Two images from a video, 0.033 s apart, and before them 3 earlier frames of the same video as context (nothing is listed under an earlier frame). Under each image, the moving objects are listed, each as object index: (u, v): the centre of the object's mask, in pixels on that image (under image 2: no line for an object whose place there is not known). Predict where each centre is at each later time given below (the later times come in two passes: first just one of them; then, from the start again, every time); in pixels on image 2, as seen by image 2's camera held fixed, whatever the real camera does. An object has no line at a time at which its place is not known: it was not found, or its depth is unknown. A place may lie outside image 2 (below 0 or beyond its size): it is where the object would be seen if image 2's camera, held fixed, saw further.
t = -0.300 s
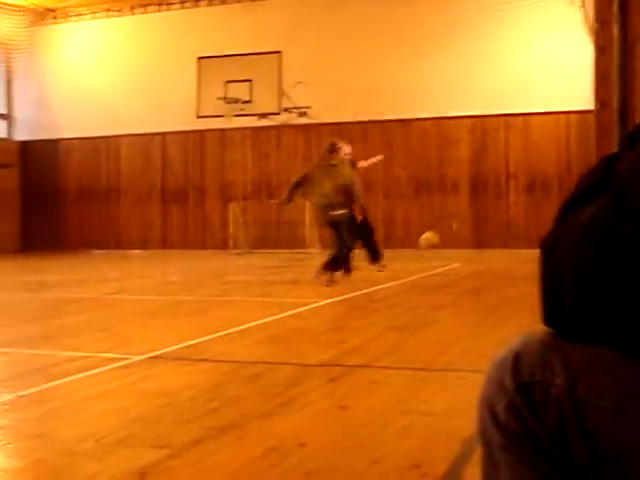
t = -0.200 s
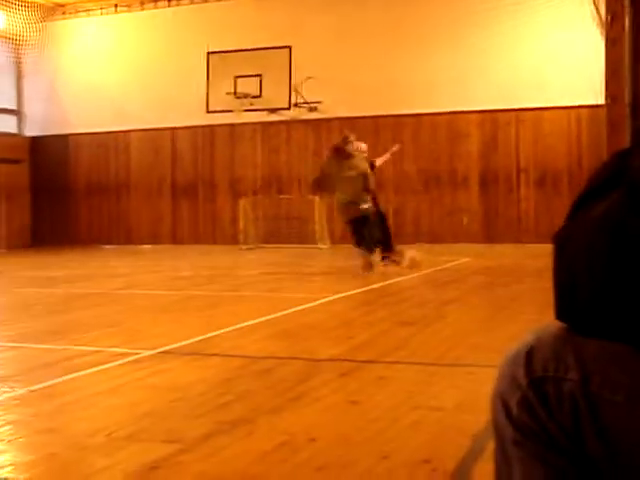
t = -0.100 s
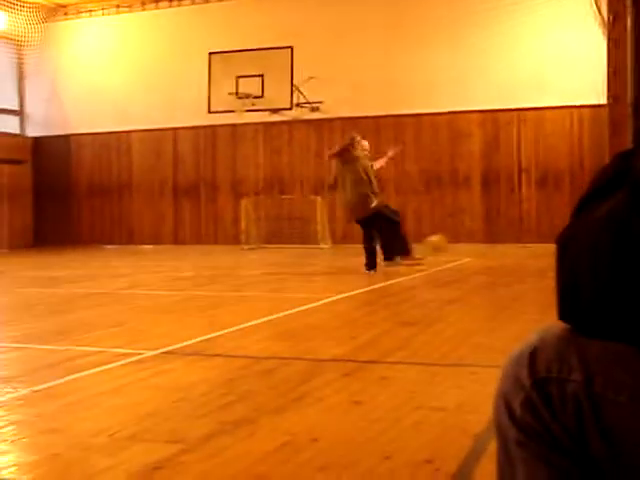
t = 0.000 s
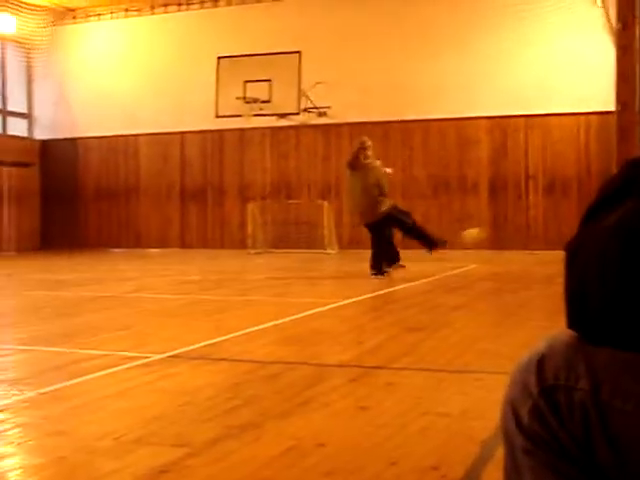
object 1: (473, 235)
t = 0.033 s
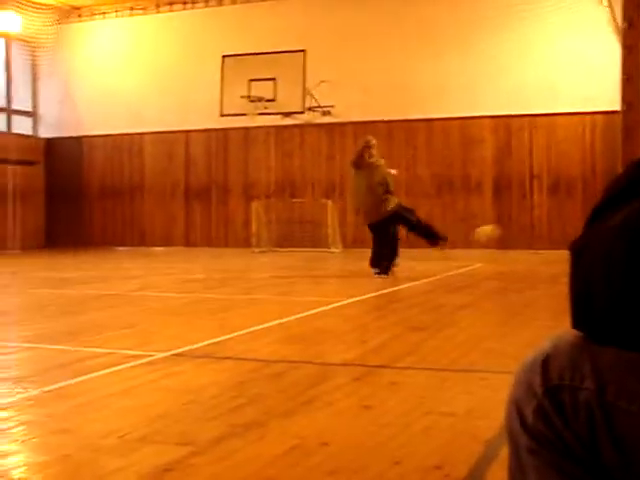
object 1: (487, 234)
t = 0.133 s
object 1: (521, 233)
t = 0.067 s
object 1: (497, 233)
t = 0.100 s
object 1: (510, 235)
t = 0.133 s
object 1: (521, 233)
